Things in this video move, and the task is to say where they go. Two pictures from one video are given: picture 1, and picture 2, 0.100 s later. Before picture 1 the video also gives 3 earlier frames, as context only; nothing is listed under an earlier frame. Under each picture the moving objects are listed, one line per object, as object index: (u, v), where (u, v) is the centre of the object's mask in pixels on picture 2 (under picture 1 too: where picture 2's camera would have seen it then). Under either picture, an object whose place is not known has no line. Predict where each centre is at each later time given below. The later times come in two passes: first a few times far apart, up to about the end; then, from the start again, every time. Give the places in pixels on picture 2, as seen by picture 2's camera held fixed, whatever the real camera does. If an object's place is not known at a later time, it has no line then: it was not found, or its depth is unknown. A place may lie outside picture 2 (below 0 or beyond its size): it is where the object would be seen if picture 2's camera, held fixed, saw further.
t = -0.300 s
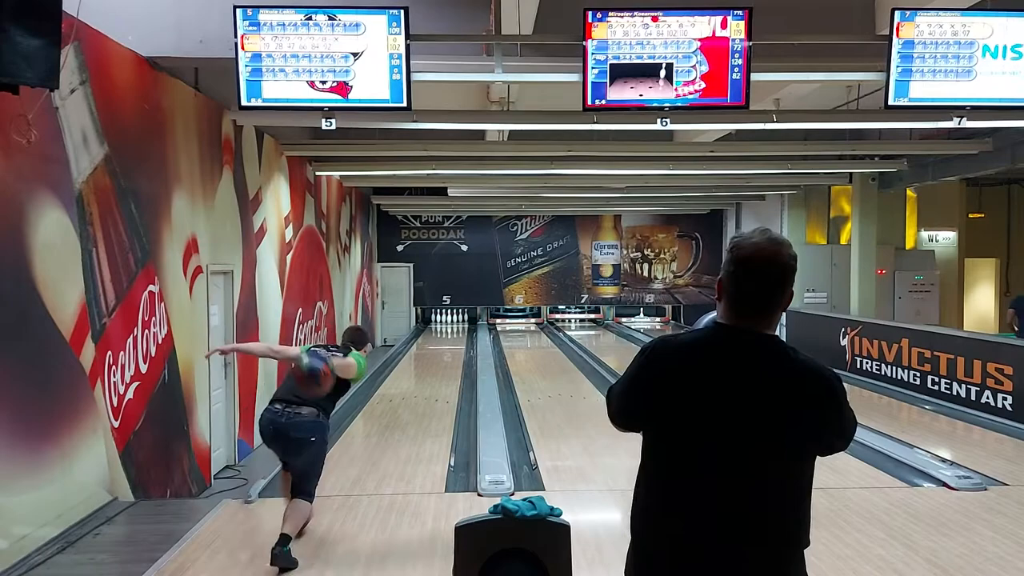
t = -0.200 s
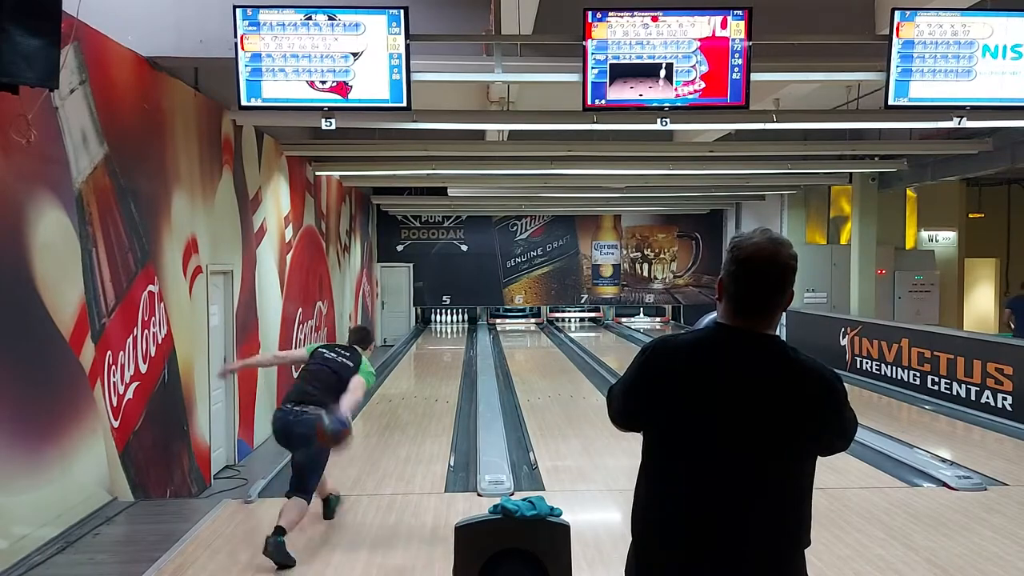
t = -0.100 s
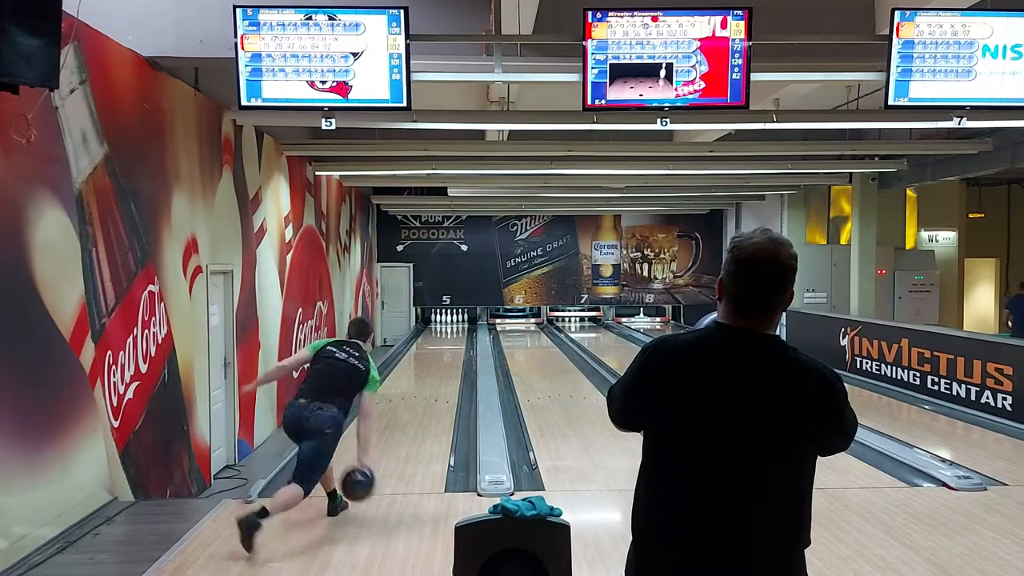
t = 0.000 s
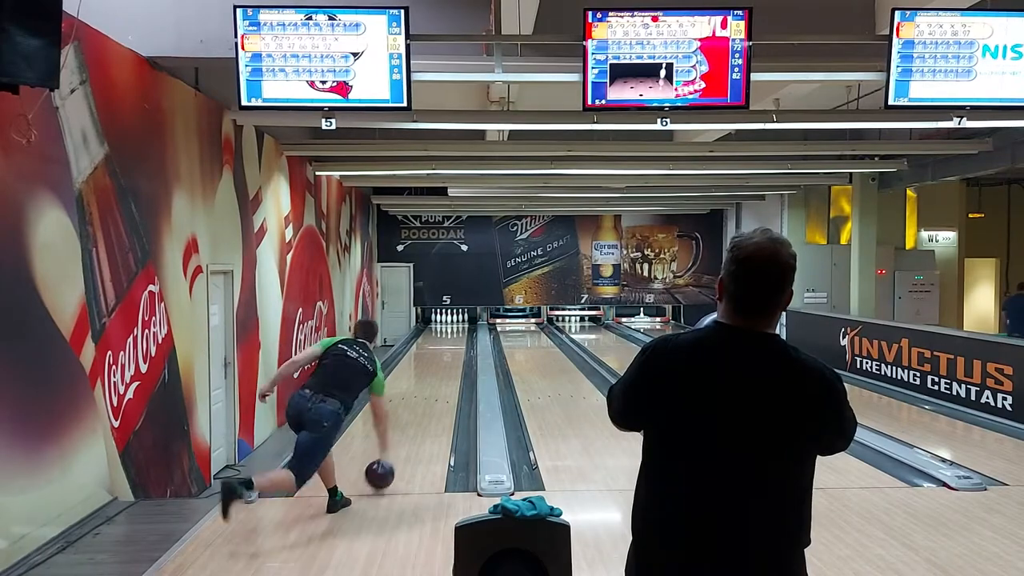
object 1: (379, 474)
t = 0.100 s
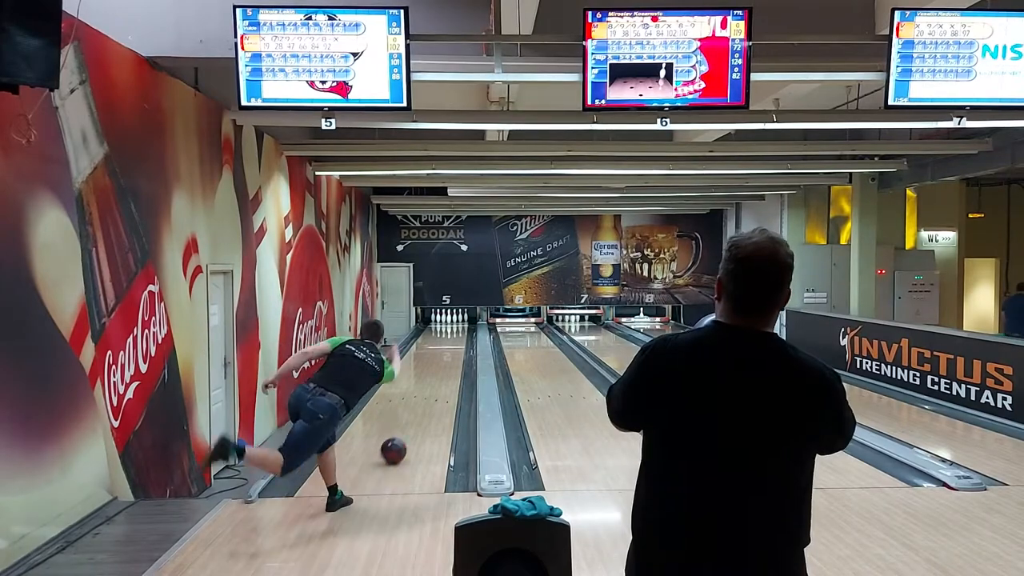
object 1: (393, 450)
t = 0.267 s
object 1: (410, 418)
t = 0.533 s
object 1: (426, 384)
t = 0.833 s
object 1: (438, 360)
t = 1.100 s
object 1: (444, 347)
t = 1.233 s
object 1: (447, 341)
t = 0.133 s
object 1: (397, 443)
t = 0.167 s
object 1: (401, 435)
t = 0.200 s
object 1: (404, 429)
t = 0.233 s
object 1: (407, 423)
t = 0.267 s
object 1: (410, 418)
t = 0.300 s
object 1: (412, 413)
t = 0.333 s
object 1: (415, 408)
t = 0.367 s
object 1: (417, 404)
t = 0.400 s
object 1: (419, 400)
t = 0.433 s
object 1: (421, 395)
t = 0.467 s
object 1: (423, 391)
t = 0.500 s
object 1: (425, 388)
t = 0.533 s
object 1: (426, 384)
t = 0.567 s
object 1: (428, 381)
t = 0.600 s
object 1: (430, 379)
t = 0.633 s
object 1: (432, 374)
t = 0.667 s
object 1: (432, 373)
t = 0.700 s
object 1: (433, 370)
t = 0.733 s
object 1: (434, 367)
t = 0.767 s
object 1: (436, 365)
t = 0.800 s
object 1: (437, 363)
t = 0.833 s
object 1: (438, 360)
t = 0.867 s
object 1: (439, 359)
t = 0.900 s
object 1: (440, 357)
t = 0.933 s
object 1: (441, 355)
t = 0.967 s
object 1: (441, 353)
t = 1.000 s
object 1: (442, 351)
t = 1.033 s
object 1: (443, 350)
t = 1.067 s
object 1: (444, 348)
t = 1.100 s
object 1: (444, 347)
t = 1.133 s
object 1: (445, 345)
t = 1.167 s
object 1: (446, 344)
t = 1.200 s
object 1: (447, 343)
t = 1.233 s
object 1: (447, 341)
